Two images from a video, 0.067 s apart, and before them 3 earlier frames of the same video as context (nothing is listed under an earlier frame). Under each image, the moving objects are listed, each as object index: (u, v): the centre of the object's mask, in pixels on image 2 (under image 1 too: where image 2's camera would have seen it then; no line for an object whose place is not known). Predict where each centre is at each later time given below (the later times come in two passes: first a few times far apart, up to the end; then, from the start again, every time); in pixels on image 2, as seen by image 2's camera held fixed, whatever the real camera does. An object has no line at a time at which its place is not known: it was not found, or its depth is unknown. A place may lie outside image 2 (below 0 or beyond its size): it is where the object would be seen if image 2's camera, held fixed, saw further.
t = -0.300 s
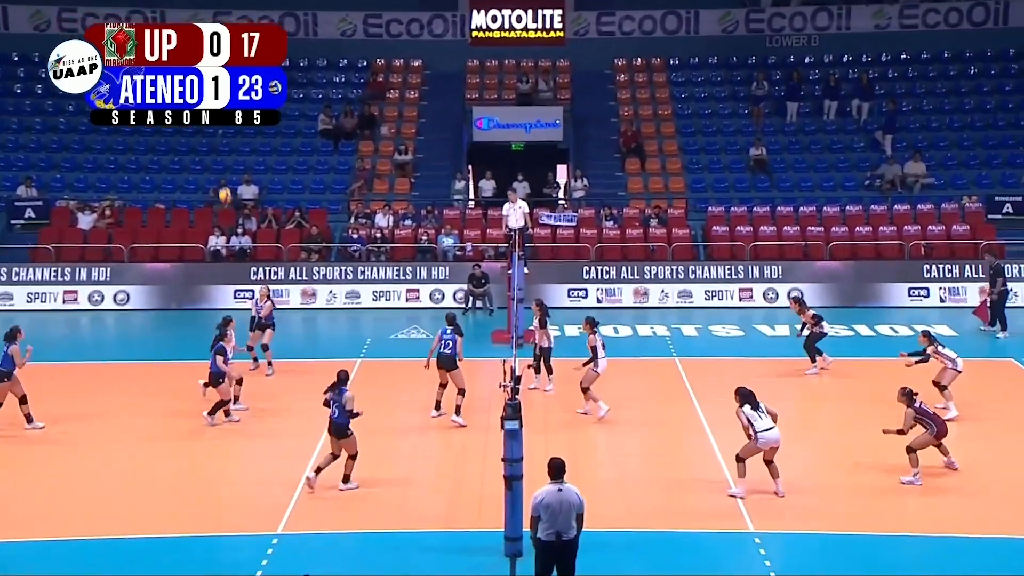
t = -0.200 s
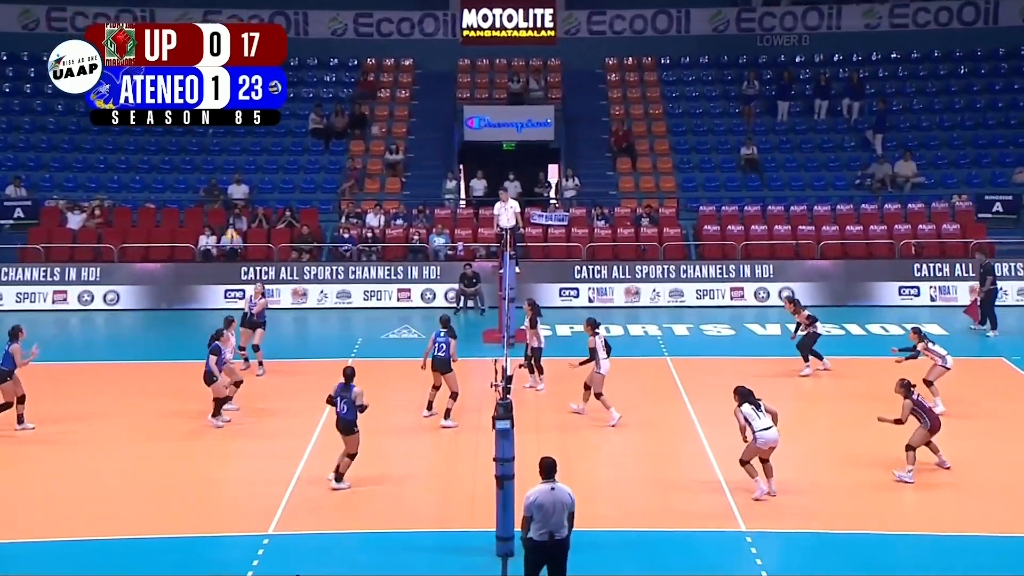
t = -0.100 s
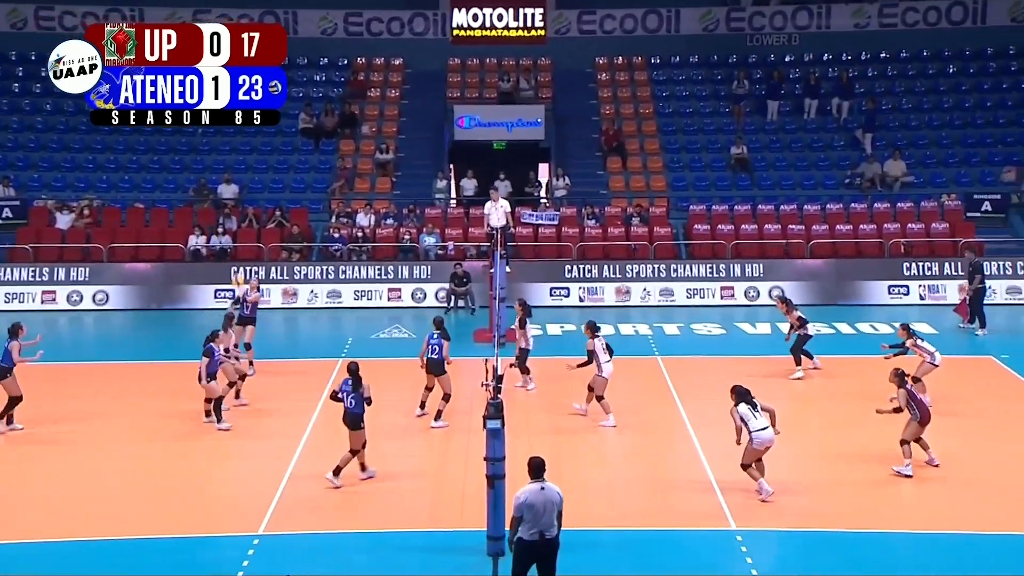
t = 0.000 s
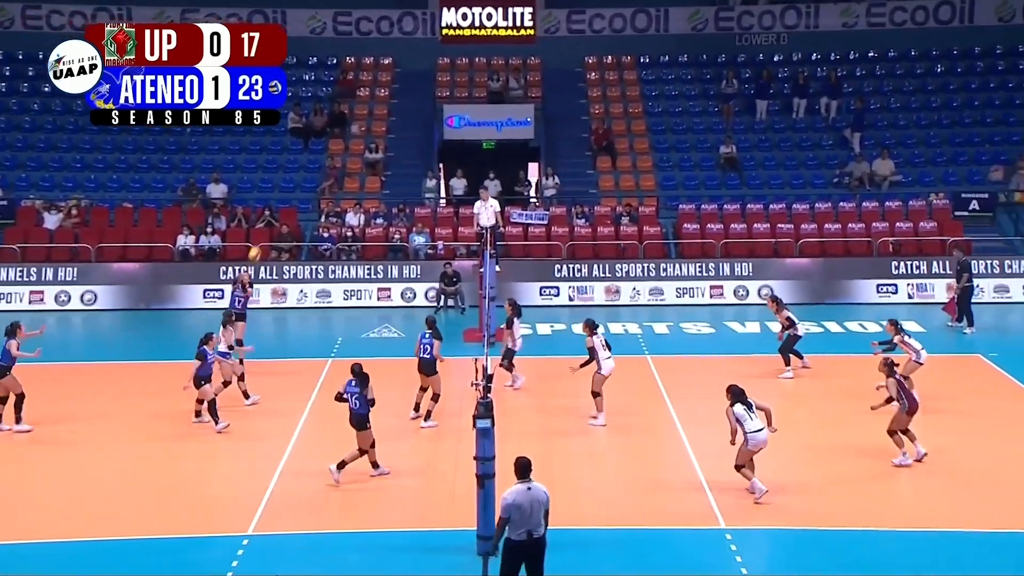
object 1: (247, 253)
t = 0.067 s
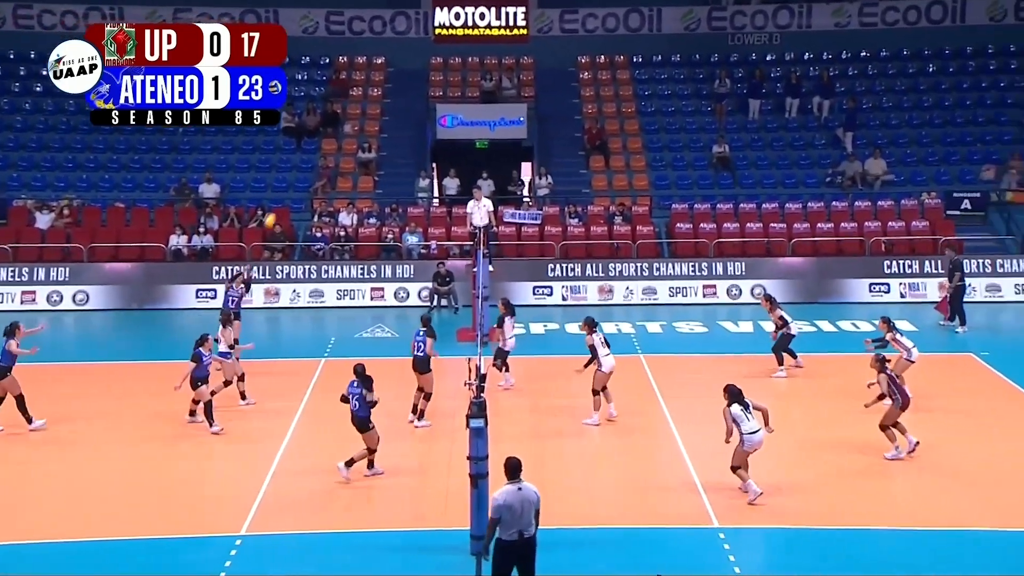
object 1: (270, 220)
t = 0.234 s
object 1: (324, 149)
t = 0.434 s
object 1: (391, 85)
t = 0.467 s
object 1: (402, 77)
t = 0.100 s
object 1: (281, 204)
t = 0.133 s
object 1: (291, 190)
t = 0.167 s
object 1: (302, 176)
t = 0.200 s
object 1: (313, 162)
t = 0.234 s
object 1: (324, 149)
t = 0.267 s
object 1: (335, 136)
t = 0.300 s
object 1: (346, 125)
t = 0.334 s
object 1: (357, 113)
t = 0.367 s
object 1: (369, 104)
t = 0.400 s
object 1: (380, 93)
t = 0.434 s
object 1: (391, 85)
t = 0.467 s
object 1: (402, 77)
